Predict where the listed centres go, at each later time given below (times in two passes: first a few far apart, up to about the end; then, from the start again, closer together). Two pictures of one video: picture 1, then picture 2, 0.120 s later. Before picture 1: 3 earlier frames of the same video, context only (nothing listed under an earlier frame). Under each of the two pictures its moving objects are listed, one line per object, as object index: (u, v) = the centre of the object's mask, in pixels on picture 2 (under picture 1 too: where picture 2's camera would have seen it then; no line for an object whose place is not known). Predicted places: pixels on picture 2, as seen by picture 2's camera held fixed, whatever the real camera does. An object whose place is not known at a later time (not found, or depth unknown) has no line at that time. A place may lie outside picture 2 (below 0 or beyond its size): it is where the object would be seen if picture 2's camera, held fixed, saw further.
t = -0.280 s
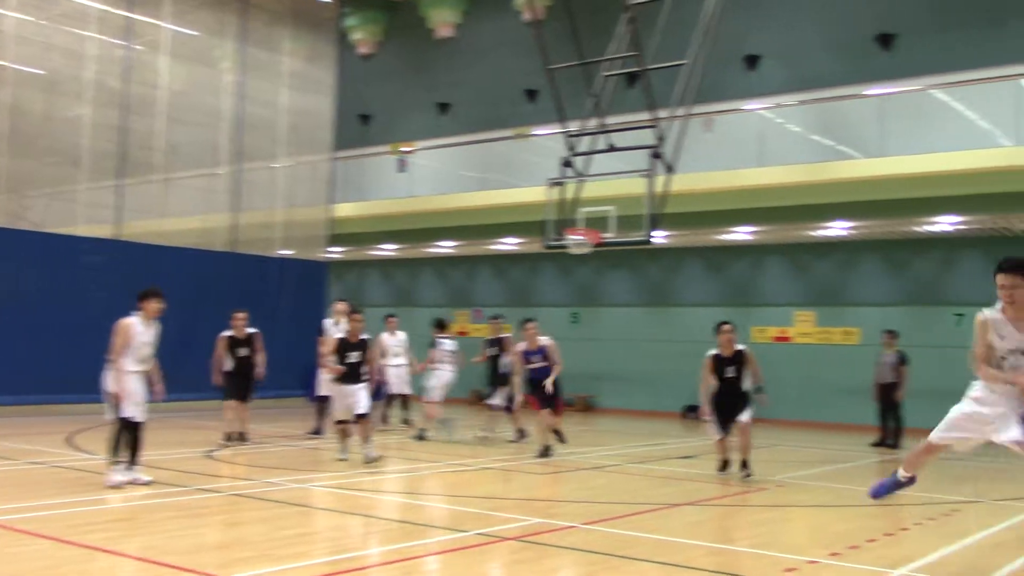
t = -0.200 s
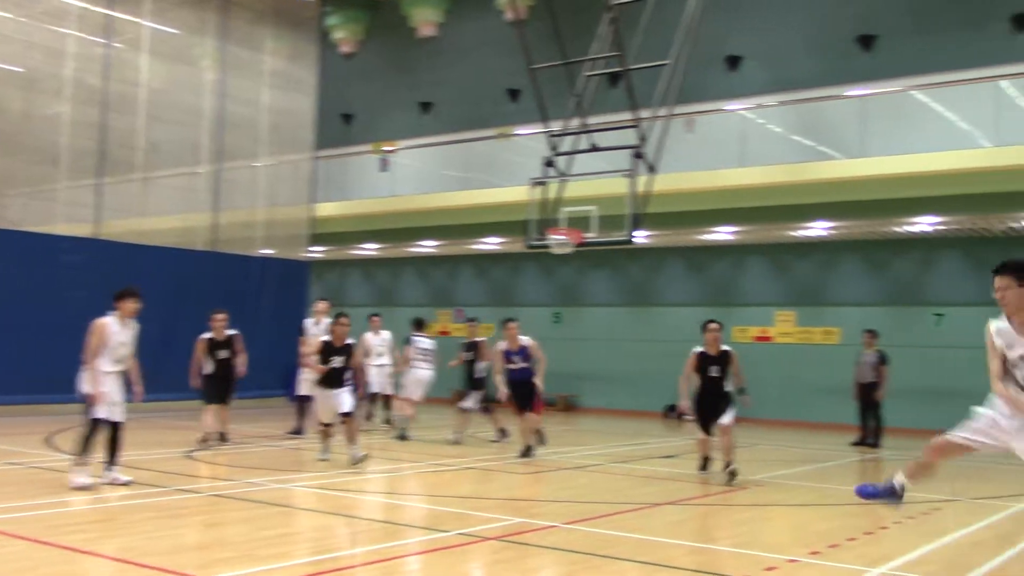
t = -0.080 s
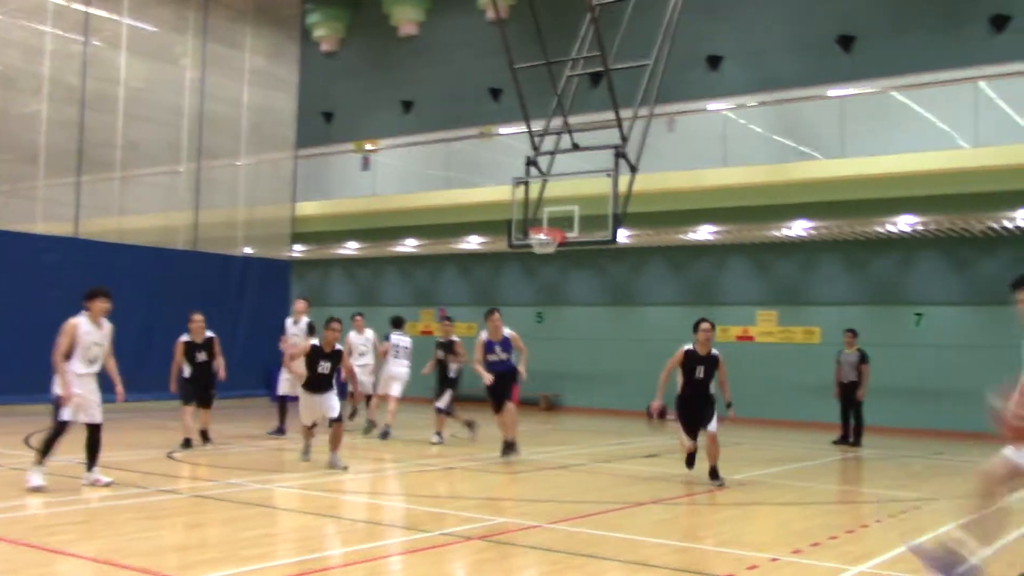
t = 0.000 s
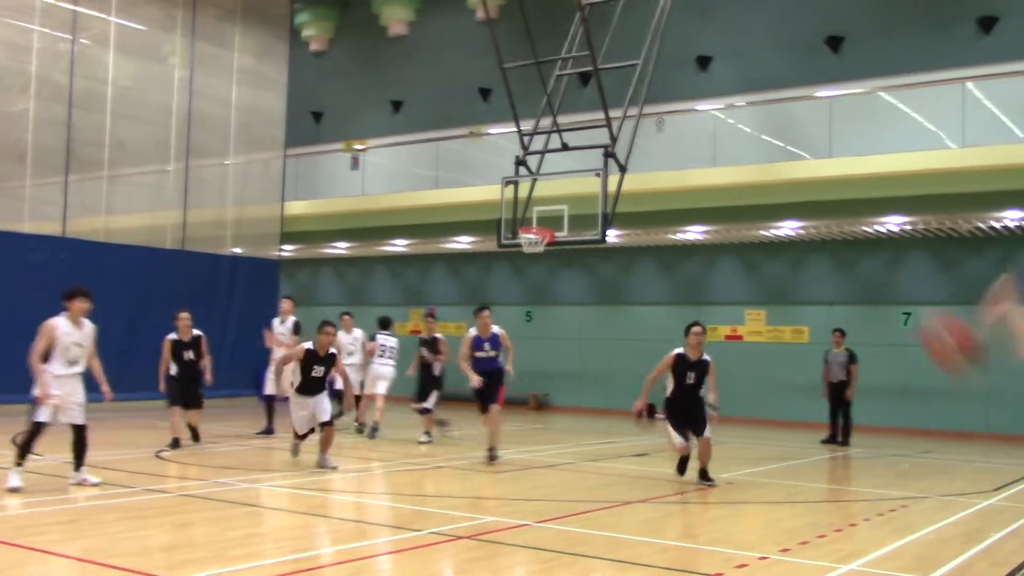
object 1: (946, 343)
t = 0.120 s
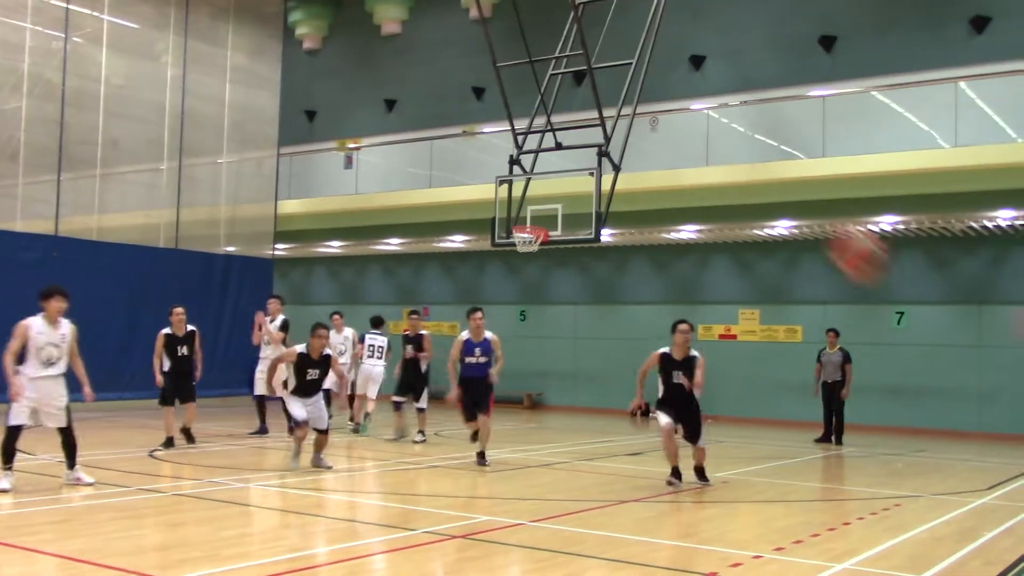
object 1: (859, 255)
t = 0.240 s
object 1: (779, 197)
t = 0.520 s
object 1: (608, 177)
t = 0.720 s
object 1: (491, 253)
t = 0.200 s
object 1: (806, 213)
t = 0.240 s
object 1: (779, 197)
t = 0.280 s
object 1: (756, 186)
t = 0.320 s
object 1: (729, 177)
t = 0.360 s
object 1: (702, 171)
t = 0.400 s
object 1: (678, 168)
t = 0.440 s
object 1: (654, 169)
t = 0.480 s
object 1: (632, 171)
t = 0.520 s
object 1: (608, 177)
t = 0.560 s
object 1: (582, 188)
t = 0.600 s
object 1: (561, 201)
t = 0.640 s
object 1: (536, 214)
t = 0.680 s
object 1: (514, 233)
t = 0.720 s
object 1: (491, 253)
